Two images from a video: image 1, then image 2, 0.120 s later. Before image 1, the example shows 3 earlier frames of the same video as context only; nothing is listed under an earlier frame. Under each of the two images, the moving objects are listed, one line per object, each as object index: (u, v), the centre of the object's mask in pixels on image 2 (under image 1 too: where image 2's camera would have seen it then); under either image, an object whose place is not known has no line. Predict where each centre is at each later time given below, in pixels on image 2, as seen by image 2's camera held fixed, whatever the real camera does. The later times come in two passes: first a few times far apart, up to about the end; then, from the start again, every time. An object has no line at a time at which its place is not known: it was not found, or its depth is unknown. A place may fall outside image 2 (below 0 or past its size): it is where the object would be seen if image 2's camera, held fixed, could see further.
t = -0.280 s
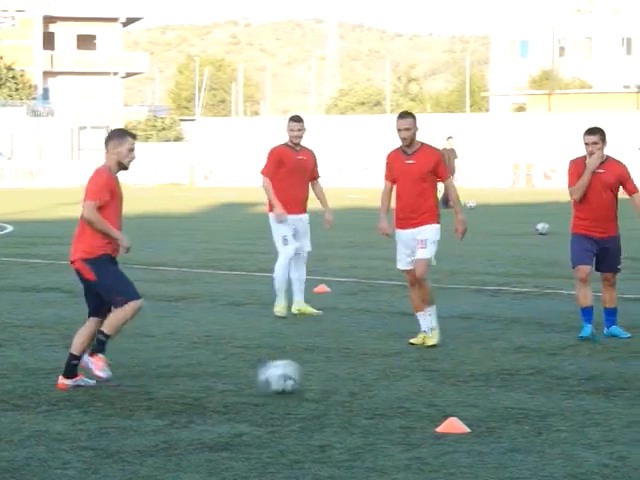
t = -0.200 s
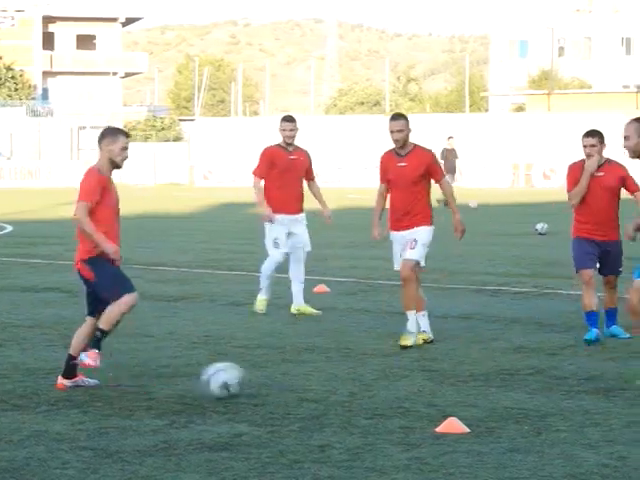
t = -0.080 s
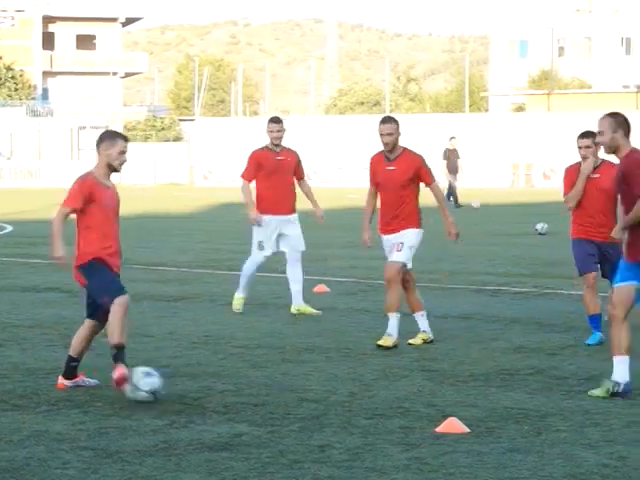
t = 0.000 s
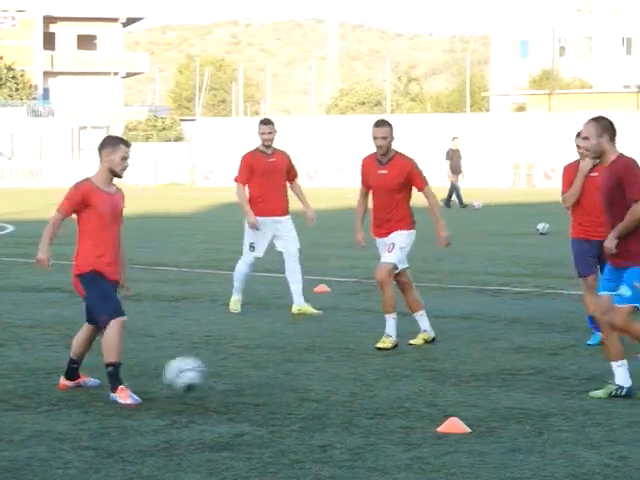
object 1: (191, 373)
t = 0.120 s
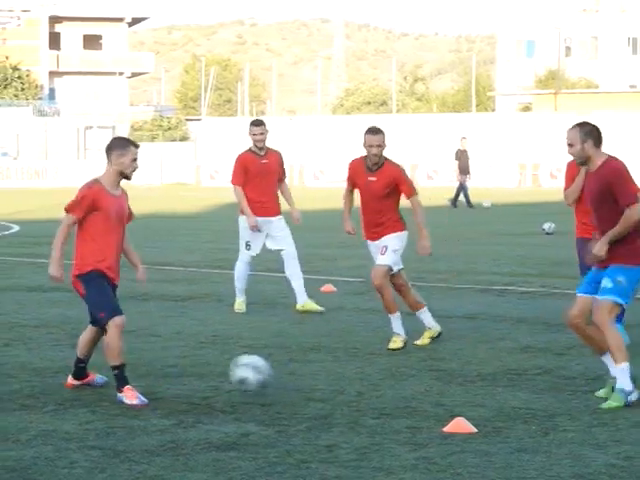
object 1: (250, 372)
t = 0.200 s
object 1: (289, 383)
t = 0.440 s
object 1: (370, 379)
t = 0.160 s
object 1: (269, 376)
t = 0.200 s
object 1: (289, 383)
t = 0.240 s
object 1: (302, 377)
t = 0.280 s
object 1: (315, 374)
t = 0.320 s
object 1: (330, 375)
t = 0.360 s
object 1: (342, 377)
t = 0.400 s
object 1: (355, 381)
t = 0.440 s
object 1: (370, 379)
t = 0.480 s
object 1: (384, 377)
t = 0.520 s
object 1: (399, 379)
